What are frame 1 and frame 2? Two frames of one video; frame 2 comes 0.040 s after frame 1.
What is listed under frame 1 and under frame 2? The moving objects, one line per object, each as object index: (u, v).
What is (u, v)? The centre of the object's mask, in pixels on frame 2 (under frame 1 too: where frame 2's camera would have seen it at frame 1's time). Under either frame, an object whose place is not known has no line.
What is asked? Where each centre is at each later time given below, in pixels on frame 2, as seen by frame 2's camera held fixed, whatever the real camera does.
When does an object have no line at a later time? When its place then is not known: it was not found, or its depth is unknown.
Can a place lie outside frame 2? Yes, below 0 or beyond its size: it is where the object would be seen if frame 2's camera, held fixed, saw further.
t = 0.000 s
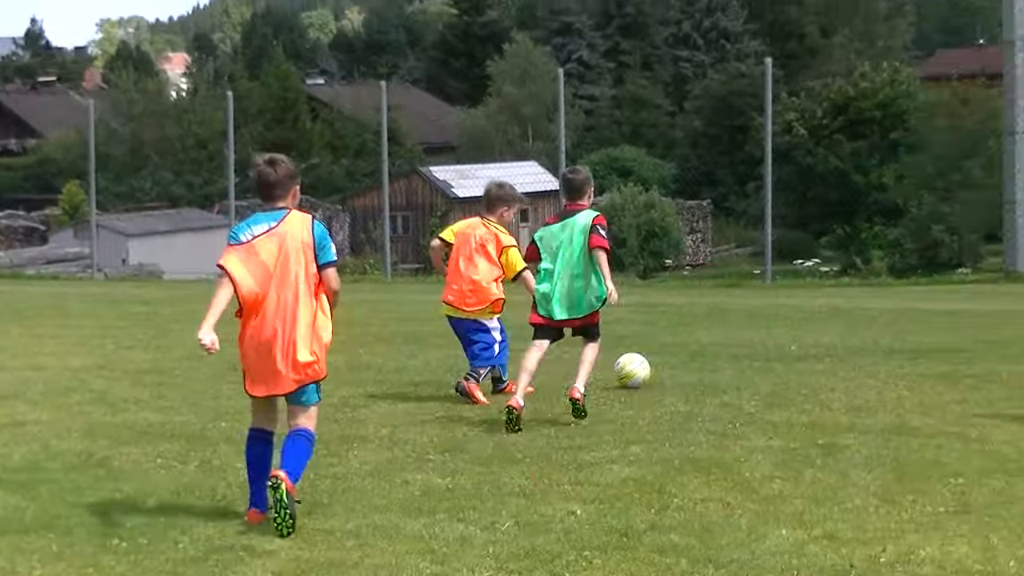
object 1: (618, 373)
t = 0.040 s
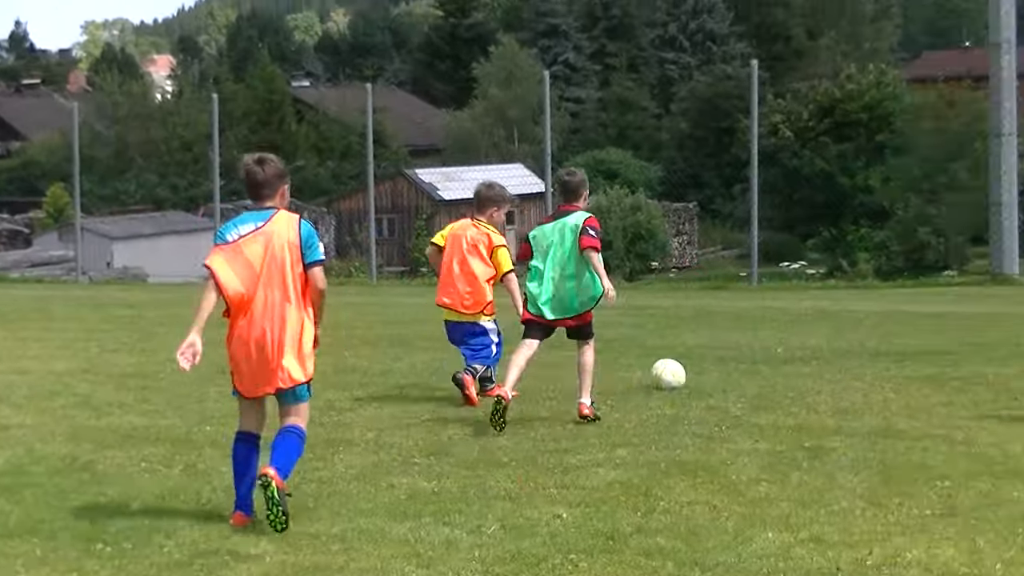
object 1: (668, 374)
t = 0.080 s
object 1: (710, 372)
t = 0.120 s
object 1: (751, 370)
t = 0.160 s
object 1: (792, 370)
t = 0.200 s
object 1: (833, 370)
